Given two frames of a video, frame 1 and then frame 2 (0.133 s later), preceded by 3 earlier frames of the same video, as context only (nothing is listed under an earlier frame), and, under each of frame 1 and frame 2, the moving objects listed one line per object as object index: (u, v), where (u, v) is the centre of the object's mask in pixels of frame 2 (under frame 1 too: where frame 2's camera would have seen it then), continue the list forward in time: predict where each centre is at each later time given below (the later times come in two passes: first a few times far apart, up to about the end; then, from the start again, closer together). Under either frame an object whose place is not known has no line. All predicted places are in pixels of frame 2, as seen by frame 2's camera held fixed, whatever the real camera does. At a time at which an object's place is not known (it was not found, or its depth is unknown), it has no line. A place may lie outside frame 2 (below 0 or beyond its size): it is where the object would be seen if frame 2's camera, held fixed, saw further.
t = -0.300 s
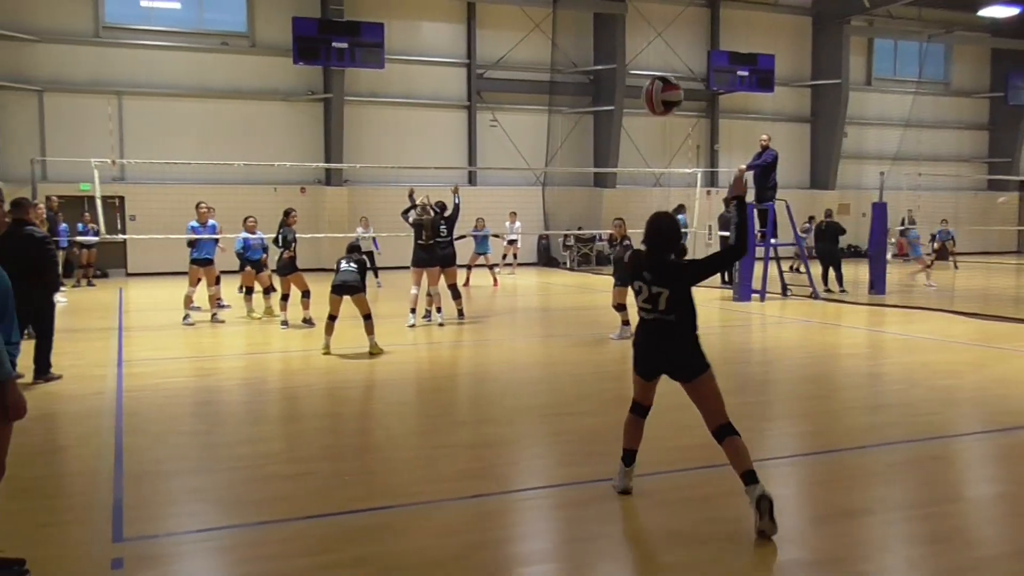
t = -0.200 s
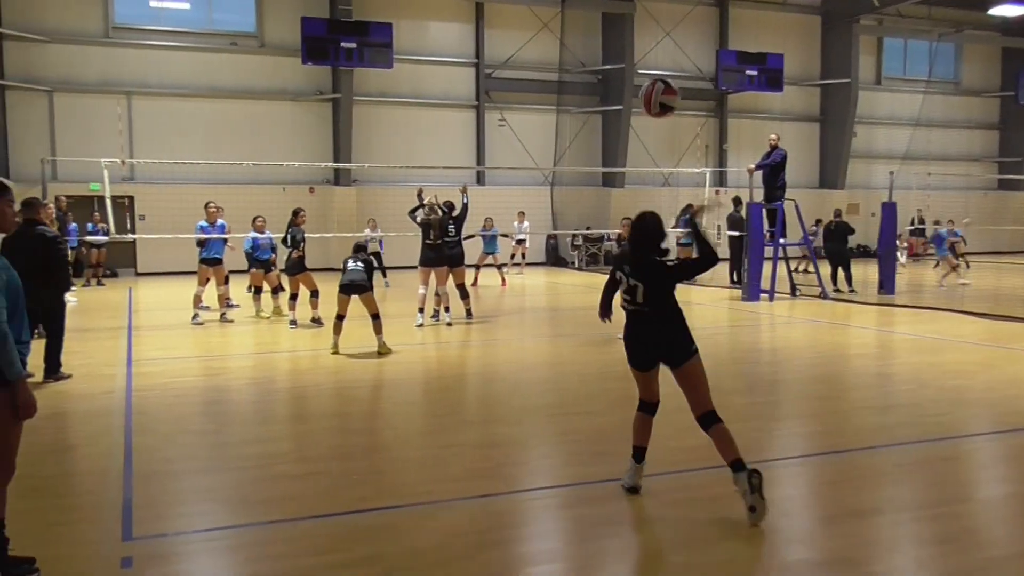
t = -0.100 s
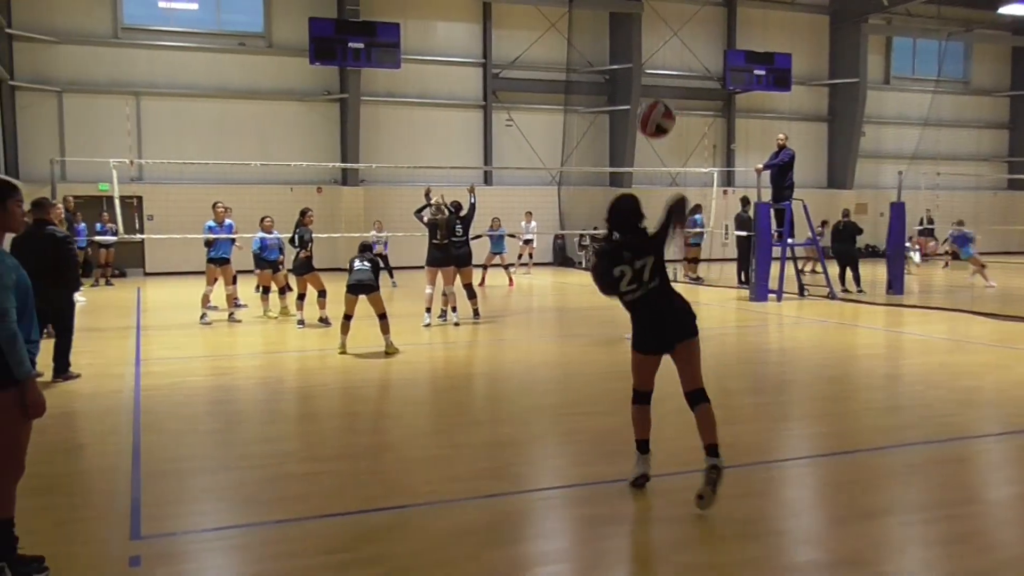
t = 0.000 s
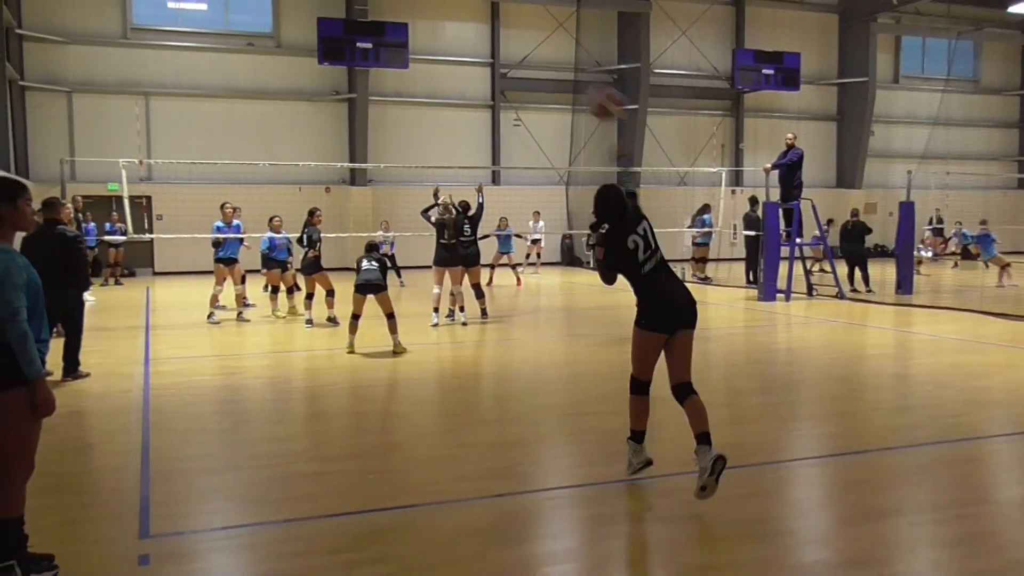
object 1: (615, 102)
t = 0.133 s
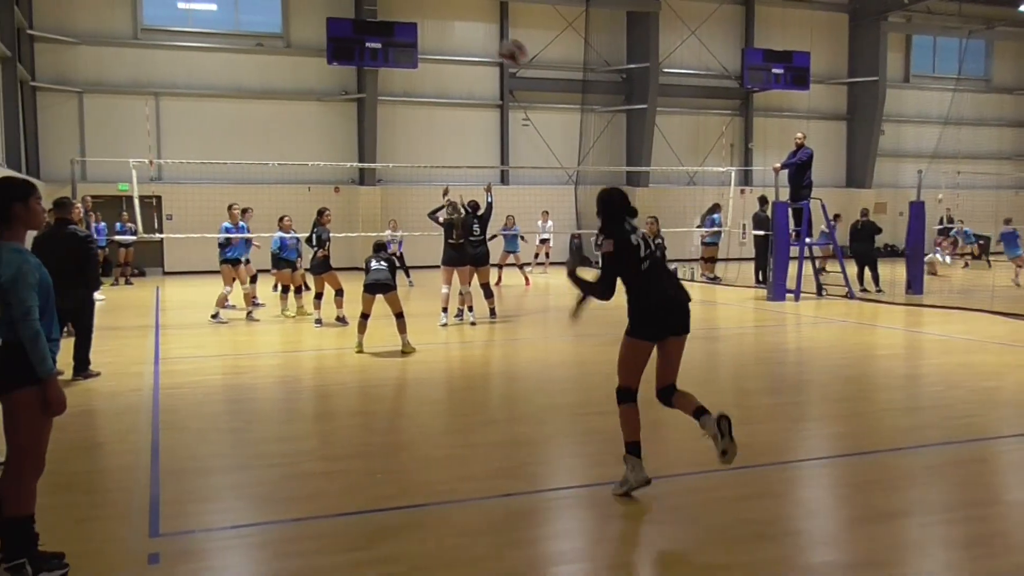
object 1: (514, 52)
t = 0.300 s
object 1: (436, 41)
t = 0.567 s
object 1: (361, 76)
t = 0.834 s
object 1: (314, 141)
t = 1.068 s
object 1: (280, 206)
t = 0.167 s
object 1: (494, 46)
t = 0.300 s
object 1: (436, 41)
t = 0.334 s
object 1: (424, 43)
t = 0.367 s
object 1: (413, 45)
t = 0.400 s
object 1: (403, 49)
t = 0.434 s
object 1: (393, 53)
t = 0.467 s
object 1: (384, 58)
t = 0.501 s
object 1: (376, 63)
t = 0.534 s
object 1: (368, 70)
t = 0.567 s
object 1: (361, 76)
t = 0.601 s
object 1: (353, 84)
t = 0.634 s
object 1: (347, 90)
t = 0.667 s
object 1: (341, 97)
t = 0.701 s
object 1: (335, 105)
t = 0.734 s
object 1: (329, 115)
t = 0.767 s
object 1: (324, 123)
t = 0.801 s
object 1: (318, 133)
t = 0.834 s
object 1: (314, 141)
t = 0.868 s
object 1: (308, 151)
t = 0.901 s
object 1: (304, 158)
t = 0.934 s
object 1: (299, 171)
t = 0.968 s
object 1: (295, 178)
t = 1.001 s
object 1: (289, 187)
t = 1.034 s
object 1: (285, 197)
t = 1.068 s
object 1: (280, 206)
